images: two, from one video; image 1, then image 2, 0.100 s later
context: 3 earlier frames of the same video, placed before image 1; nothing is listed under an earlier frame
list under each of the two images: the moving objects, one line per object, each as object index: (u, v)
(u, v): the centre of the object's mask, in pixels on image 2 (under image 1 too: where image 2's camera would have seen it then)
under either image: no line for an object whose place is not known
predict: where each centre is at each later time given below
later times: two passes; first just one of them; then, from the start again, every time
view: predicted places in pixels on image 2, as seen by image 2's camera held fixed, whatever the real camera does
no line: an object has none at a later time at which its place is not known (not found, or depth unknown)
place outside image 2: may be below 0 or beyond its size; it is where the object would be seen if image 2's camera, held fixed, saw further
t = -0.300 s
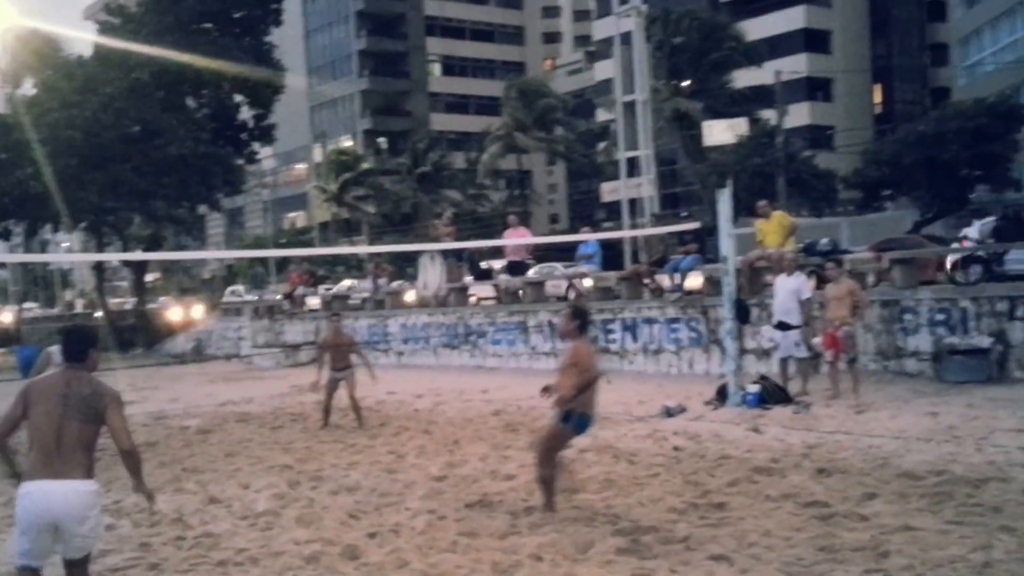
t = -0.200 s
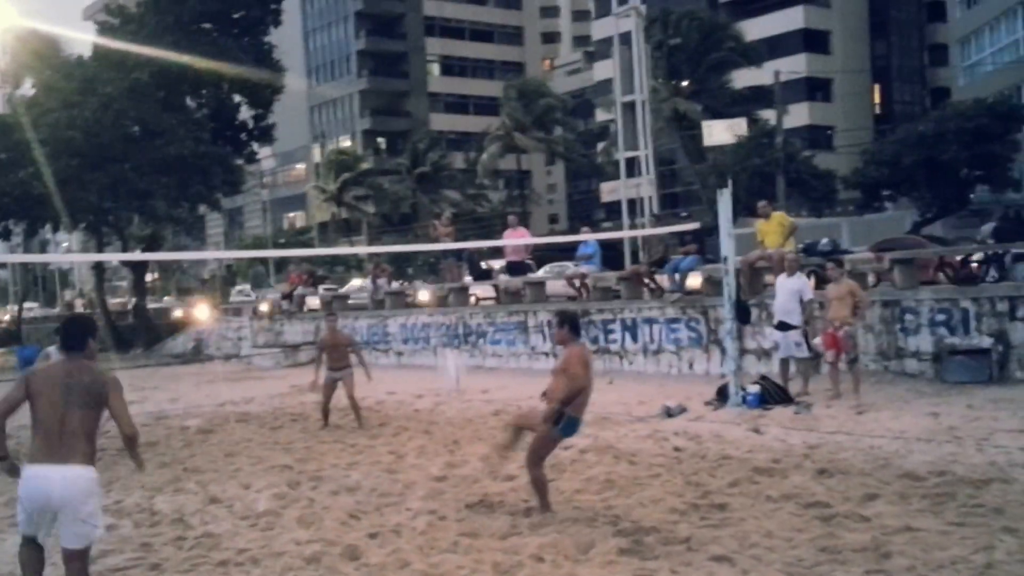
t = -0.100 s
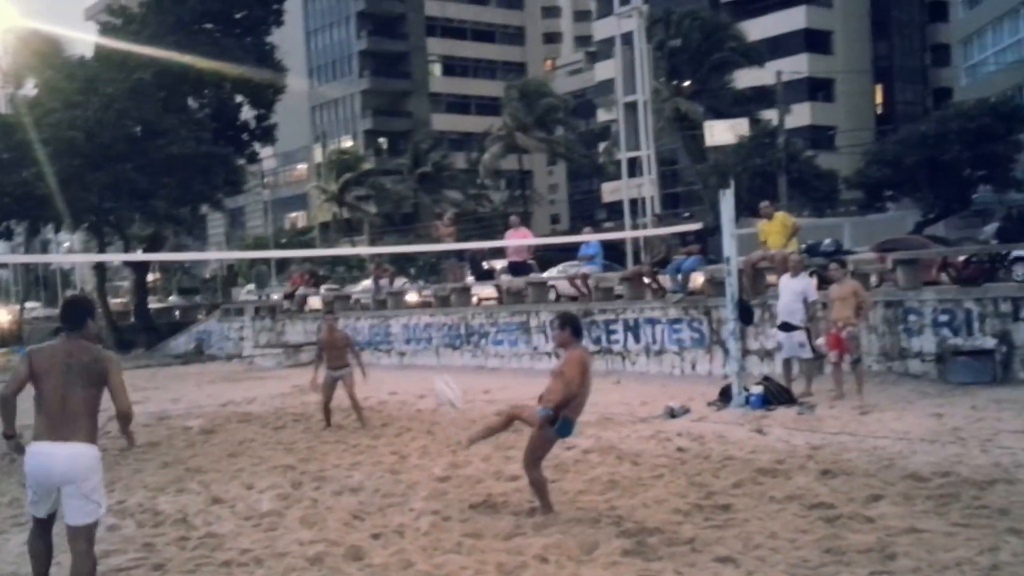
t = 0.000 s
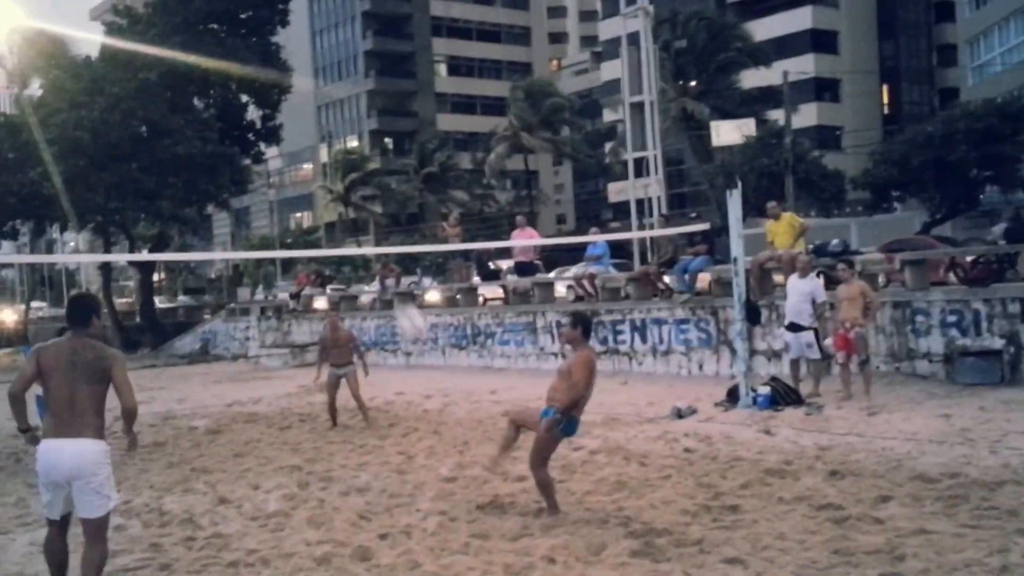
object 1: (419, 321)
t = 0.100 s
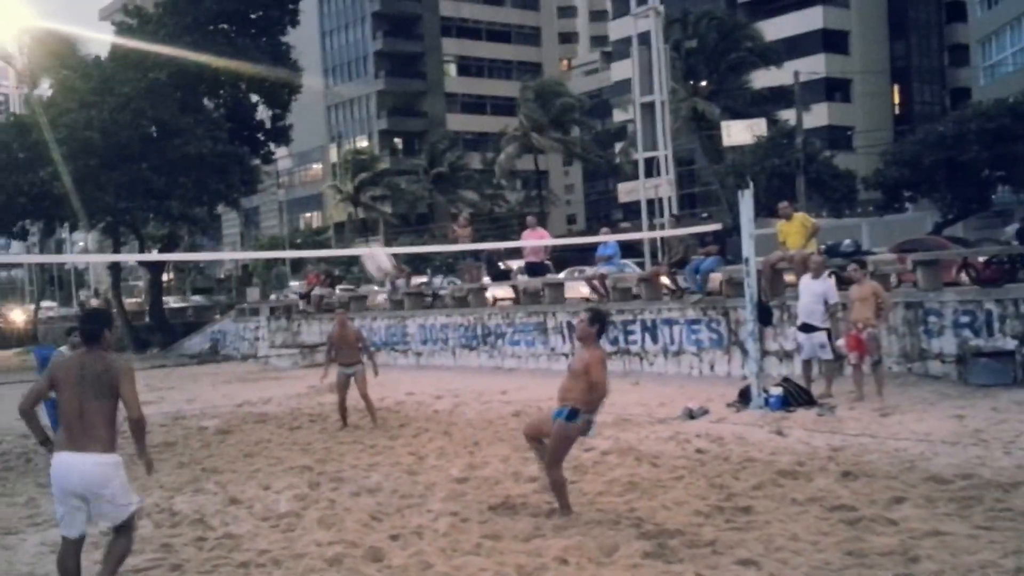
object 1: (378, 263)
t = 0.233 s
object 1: (323, 194)
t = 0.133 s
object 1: (364, 242)
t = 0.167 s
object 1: (350, 224)
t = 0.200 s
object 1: (337, 207)
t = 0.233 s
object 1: (323, 194)
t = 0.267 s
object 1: (308, 179)
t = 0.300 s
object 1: (294, 165)
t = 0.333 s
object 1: (280, 154)
